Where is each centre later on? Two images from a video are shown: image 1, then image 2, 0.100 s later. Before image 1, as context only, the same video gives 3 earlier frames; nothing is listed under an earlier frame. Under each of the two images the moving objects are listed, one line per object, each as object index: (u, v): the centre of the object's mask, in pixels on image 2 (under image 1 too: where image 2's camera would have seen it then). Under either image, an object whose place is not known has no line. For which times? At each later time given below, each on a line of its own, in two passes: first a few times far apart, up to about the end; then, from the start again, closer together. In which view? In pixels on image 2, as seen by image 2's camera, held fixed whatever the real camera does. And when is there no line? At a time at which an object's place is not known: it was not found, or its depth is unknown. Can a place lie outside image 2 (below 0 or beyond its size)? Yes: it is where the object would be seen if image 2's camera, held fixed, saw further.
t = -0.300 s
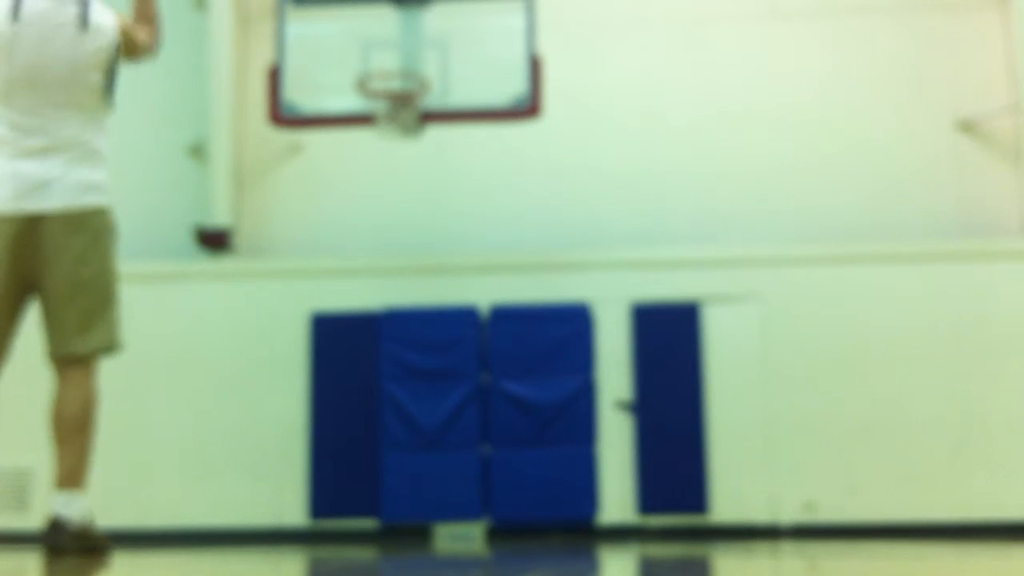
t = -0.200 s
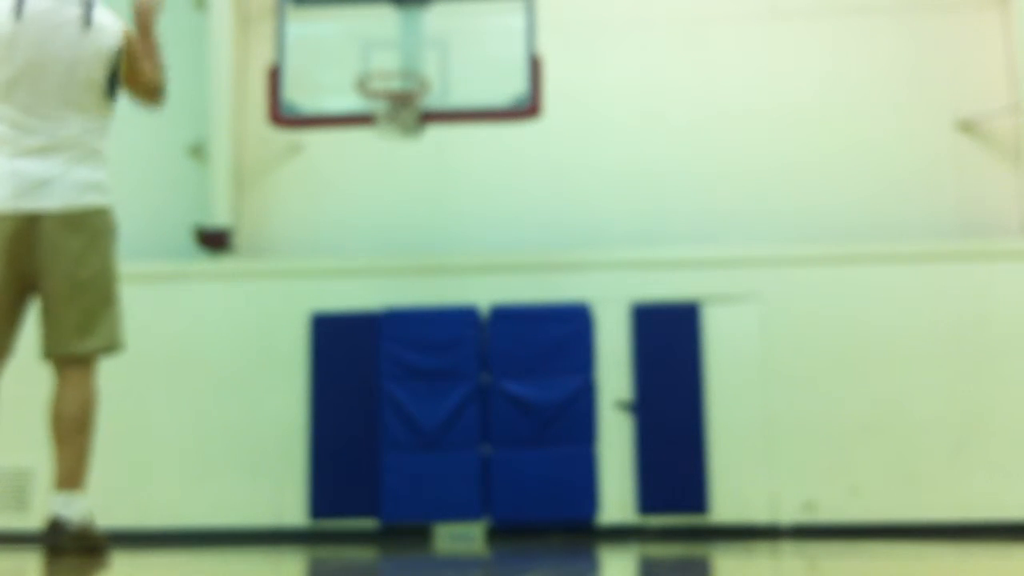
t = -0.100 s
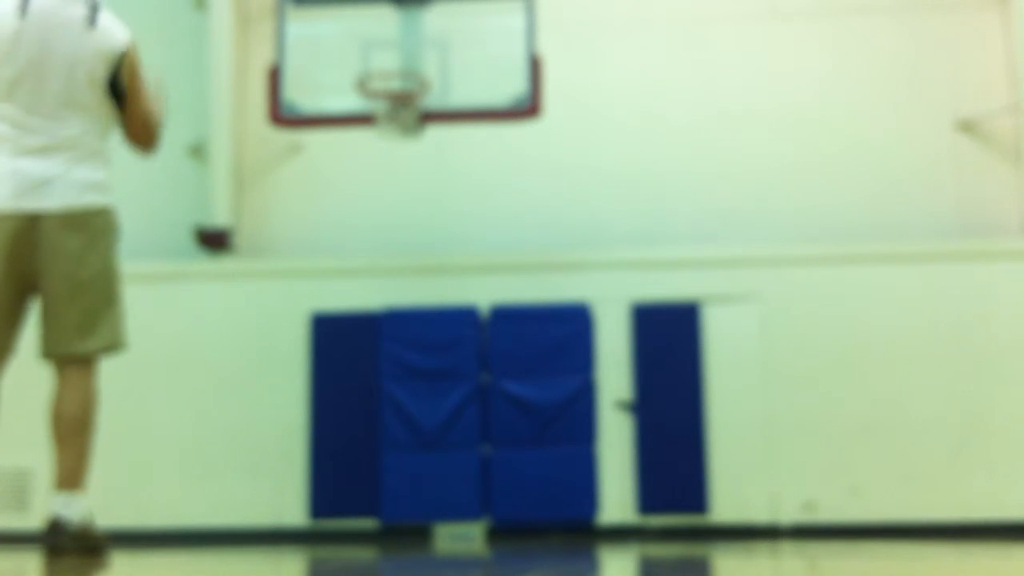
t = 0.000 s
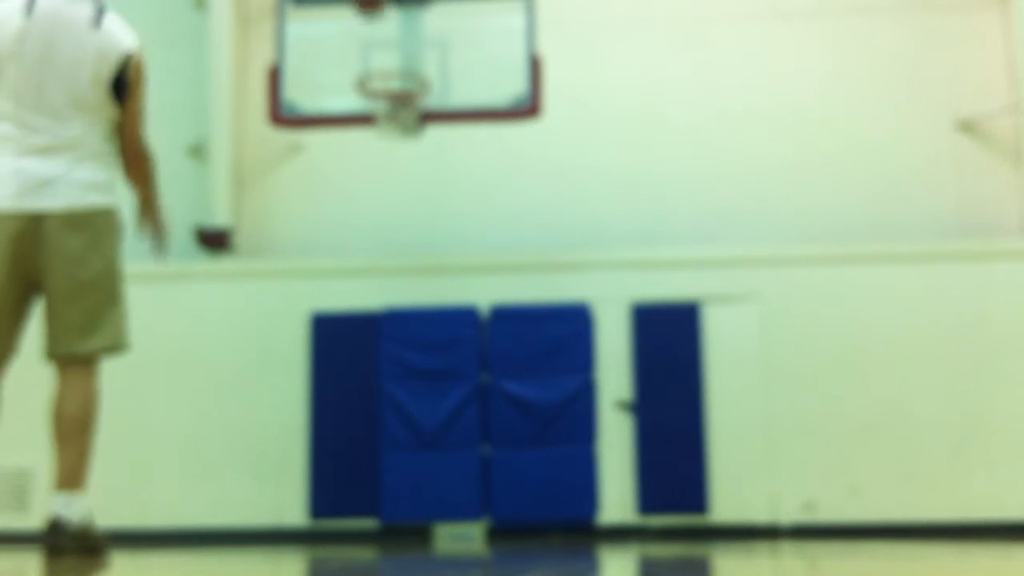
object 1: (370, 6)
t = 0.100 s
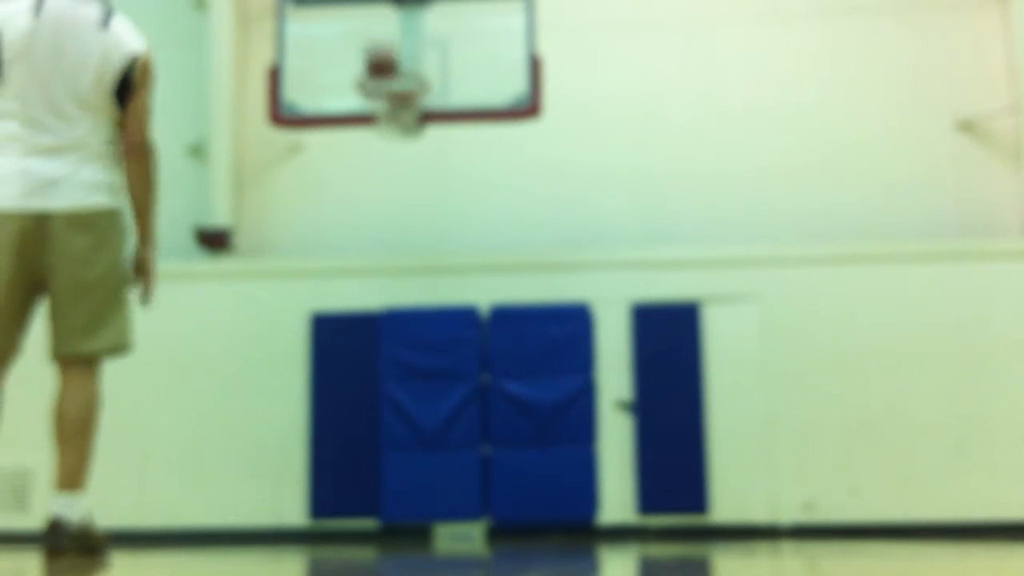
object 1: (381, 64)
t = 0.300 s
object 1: (406, 145)
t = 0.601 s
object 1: (440, 317)
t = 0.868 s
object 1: (470, 462)
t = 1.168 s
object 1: (499, 288)
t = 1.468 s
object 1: (530, 248)
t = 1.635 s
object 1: (550, 292)
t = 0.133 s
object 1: (384, 87)
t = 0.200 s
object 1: (391, 123)
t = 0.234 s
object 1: (397, 127)
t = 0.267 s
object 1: (401, 137)
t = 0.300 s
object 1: (406, 145)
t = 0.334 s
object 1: (409, 156)
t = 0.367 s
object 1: (413, 170)
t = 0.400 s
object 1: (417, 185)
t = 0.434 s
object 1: (421, 201)
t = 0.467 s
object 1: (424, 219)
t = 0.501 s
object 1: (428, 240)
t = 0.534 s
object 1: (431, 262)
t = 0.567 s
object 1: (435, 287)
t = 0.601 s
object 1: (440, 317)
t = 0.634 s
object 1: (444, 345)
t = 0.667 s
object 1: (447, 375)
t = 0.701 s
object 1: (451, 409)
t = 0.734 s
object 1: (455, 446)
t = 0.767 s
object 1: (459, 489)
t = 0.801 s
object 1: (463, 513)
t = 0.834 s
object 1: (467, 489)
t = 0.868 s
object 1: (470, 462)
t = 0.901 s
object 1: (473, 436)
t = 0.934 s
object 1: (476, 413)
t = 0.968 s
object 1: (479, 390)
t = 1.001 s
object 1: (483, 368)
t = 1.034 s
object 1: (485, 350)
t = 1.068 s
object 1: (489, 333)
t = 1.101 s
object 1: (492, 316)
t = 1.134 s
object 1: (495, 302)
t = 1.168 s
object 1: (499, 288)
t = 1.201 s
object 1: (502, 276)
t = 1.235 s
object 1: (505, 266)
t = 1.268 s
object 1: (509, 259)
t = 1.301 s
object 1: (512, 252)
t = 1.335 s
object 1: (515, 248)
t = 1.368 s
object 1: (519, 246)
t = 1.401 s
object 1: (523, 245)
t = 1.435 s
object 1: (527, 246)
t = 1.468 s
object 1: (530, 248)
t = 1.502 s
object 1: (534, 252)
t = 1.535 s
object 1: (538, 259)
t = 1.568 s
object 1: (542, 268)
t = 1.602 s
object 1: (546, 279)
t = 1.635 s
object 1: (550, 292)
